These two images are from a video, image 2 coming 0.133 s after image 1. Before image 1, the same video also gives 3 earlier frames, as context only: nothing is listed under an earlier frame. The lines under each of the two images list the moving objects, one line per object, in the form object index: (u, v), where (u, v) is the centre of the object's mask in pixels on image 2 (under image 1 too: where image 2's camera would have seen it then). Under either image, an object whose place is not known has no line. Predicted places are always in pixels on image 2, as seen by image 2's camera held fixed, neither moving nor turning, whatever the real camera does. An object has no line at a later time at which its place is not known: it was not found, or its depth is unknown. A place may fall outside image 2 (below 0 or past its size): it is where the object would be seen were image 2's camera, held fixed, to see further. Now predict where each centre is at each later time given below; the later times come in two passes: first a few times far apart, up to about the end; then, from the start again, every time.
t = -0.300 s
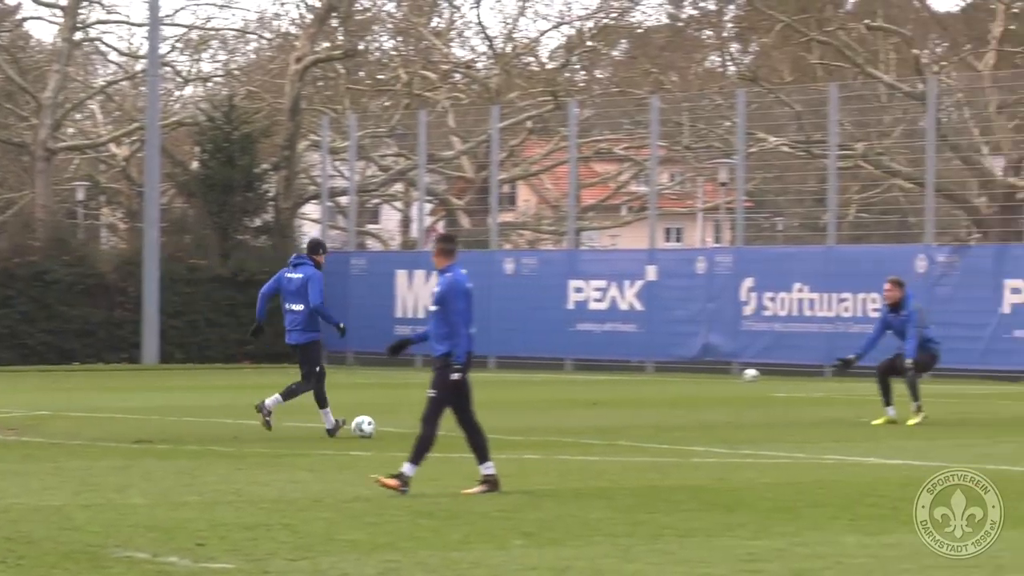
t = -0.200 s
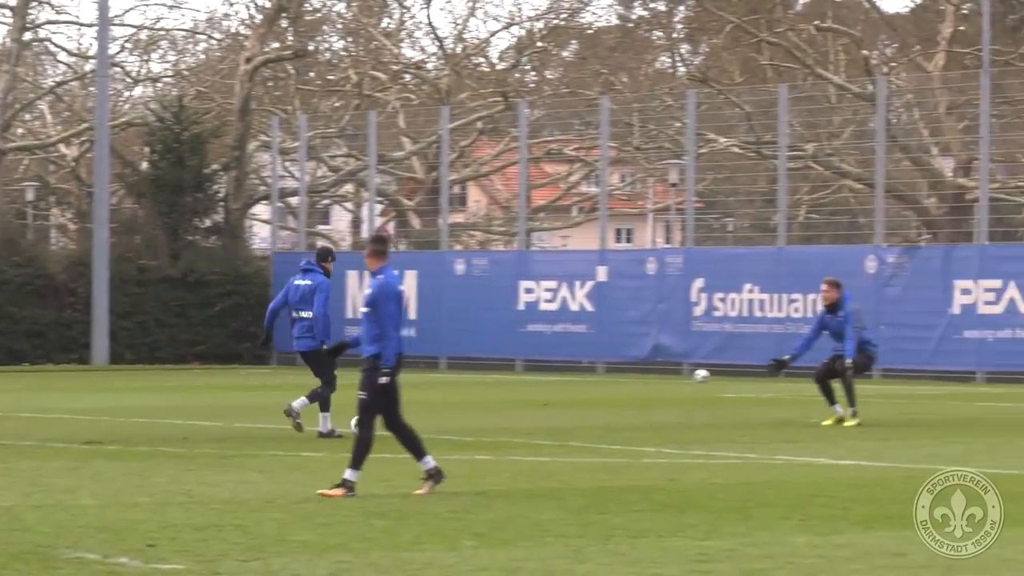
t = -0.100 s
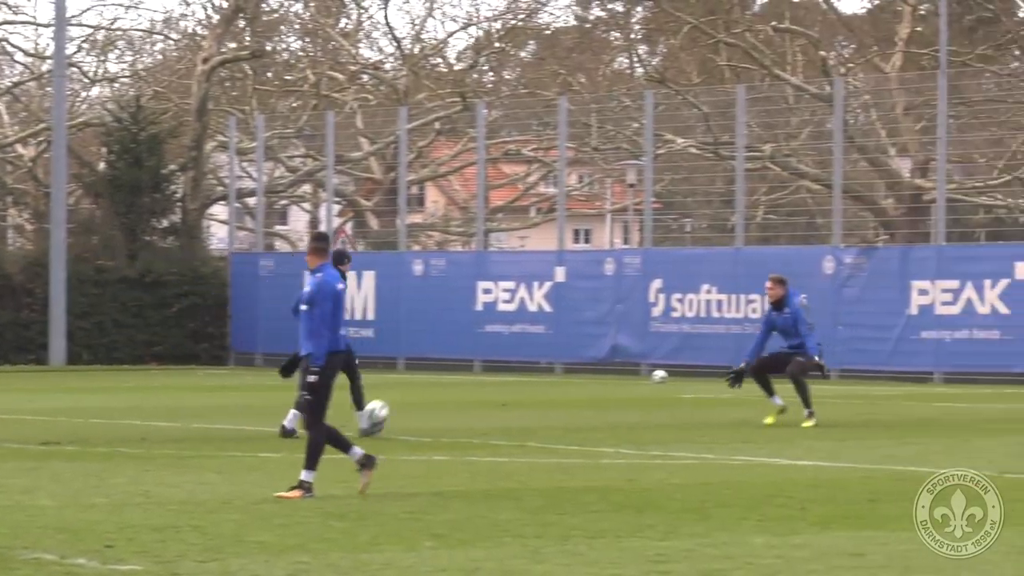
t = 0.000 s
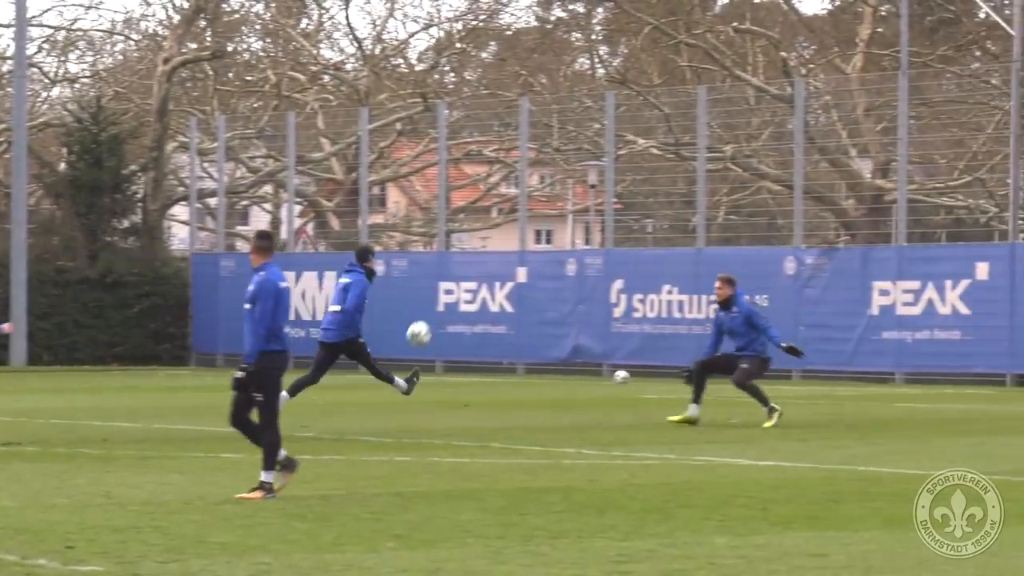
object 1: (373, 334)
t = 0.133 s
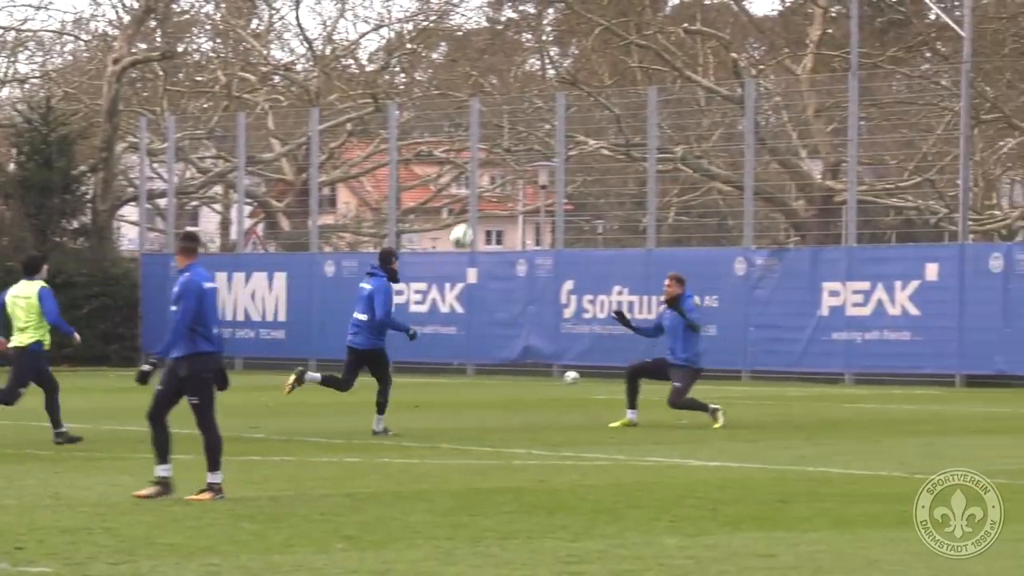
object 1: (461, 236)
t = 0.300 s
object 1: (572, 144)
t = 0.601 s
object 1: (767, 57)
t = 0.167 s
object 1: (483, 215)
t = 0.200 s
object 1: (506, 195)
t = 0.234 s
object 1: (528, 178)
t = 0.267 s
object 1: (550, 160)
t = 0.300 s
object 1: (572, 144)
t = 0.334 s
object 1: (594, 131)
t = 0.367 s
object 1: (616, 117)
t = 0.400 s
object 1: (637, 105)
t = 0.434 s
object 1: (660, 94)
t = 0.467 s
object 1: (681, 85)
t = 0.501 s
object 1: (703, 77)
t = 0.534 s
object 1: (724, 69)
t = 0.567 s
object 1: (745, 63)
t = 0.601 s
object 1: (767, 57)
